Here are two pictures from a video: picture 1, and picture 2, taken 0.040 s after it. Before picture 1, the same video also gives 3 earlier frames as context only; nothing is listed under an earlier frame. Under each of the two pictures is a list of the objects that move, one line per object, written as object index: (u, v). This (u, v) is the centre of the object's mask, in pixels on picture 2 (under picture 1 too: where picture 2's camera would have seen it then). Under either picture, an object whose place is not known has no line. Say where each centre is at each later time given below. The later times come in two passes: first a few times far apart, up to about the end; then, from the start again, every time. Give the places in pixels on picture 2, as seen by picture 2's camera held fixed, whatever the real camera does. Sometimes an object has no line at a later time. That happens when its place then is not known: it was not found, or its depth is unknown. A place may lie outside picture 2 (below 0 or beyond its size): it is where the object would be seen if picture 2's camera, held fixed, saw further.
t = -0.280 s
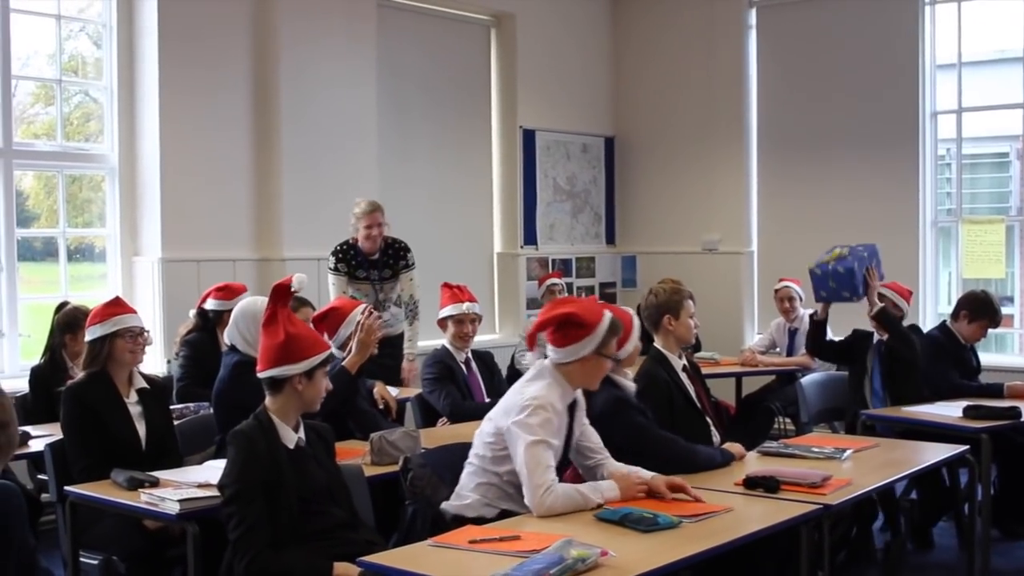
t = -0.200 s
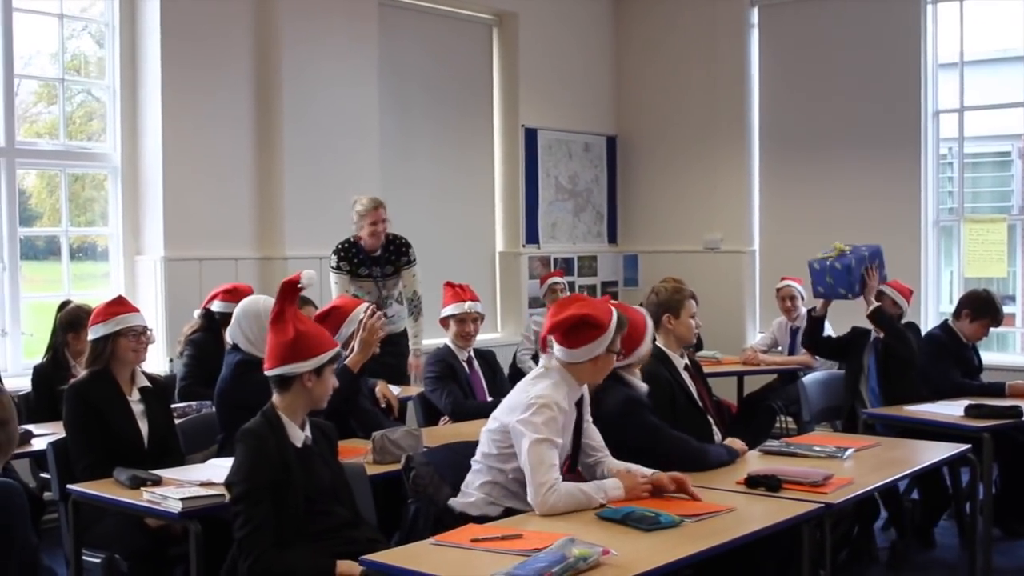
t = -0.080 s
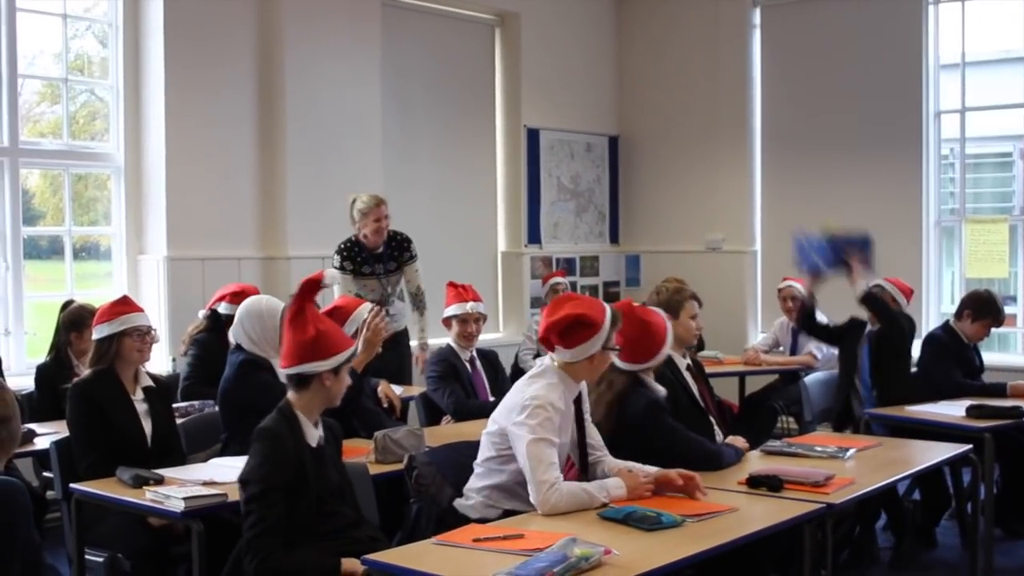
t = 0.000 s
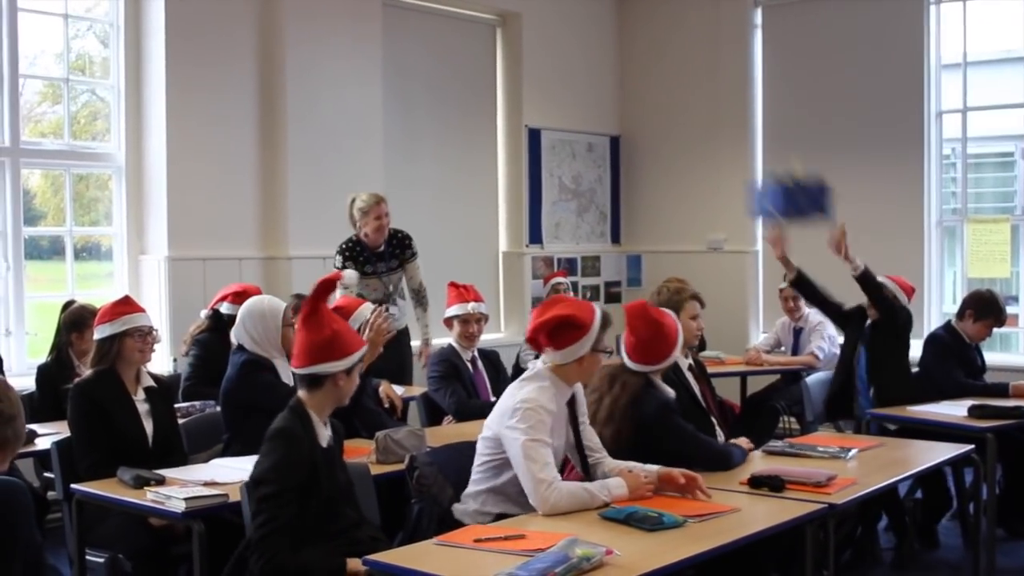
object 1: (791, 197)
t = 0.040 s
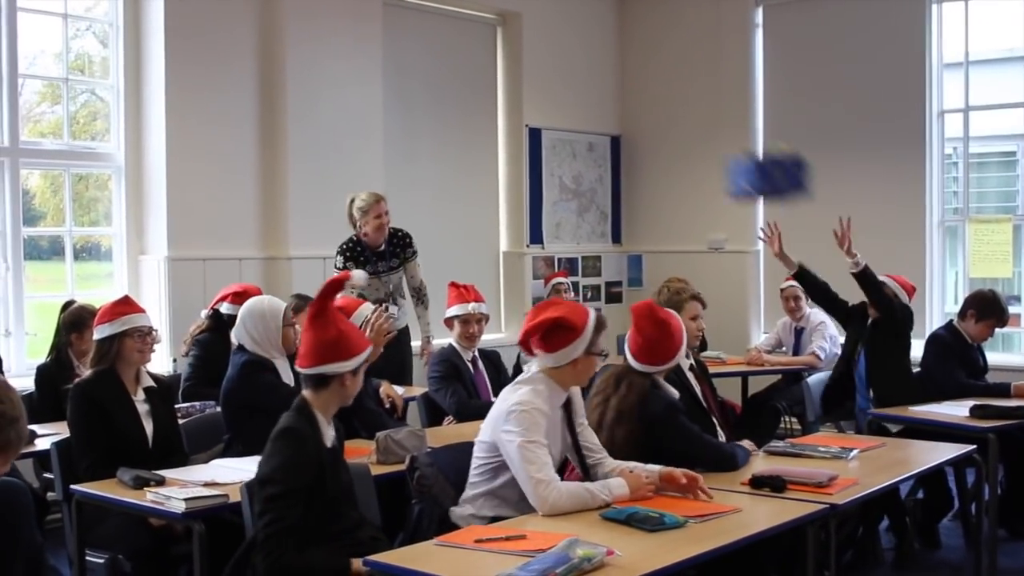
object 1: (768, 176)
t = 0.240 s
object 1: (647, 116)
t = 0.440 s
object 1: (519, 145)
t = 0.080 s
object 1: (743, 157)
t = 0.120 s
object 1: (718, 142)
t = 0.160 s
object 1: (695, 131)
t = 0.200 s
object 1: (671, 123)
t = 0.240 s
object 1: (647, 116)
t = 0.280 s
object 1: (622, 115)
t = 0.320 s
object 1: (597, 116)
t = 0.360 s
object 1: (571, 122)
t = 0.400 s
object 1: (546, 131)
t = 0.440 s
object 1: (519, 145)
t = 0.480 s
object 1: (494, 163)
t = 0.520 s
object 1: (467, 186)
